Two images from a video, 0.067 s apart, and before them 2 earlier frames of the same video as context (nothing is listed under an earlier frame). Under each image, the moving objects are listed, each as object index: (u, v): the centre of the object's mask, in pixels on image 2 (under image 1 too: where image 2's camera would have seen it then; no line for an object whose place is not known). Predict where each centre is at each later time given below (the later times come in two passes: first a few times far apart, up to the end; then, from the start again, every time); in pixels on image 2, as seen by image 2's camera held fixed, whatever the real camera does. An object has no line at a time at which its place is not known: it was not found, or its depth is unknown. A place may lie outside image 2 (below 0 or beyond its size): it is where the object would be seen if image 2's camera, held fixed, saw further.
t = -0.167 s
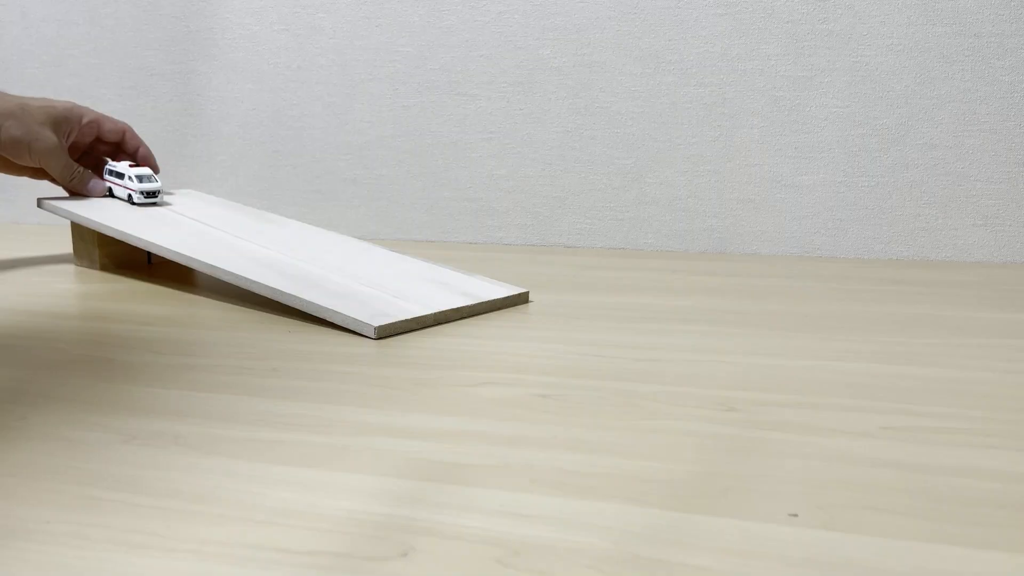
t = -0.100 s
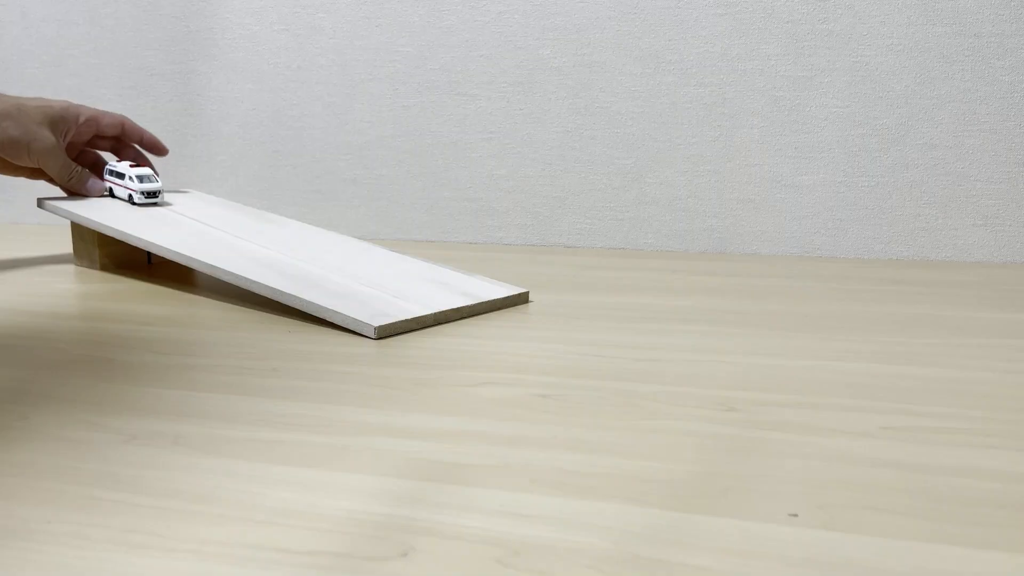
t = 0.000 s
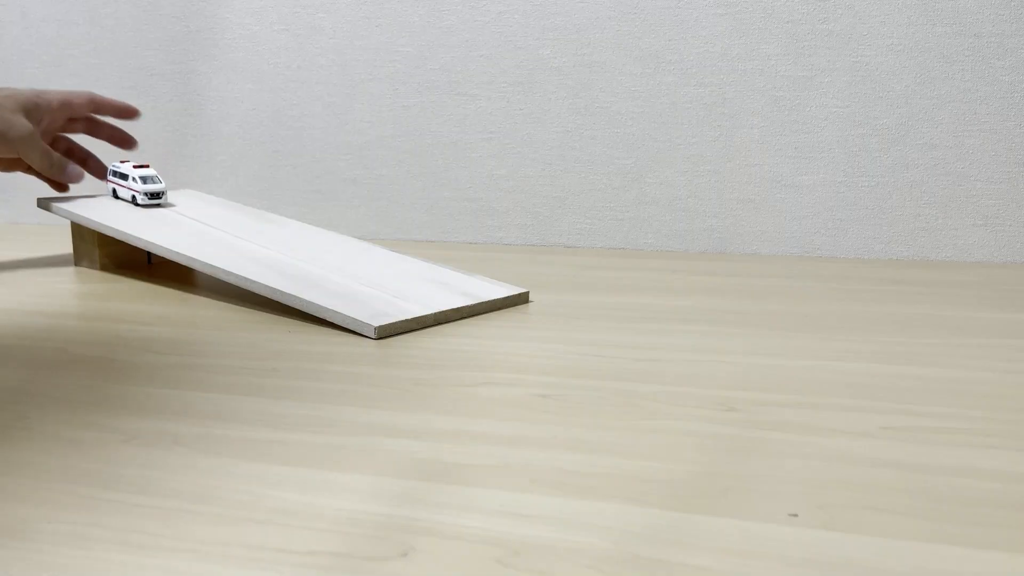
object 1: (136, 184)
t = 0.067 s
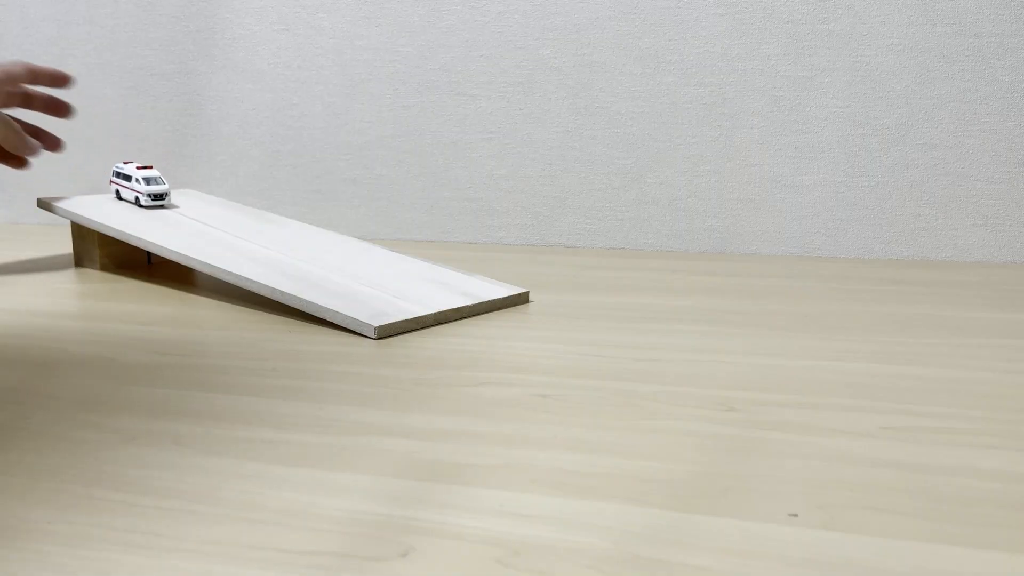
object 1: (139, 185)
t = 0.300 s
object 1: (159, 191)
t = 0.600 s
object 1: (203, 206)
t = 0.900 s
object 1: (273, 231)
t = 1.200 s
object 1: (383, 270)
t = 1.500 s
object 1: (529, 321)
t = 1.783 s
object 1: (632, 347)
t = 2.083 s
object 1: (662, 355)
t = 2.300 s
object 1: (657, 354)
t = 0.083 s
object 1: (140, 185)
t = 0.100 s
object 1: (141, 186)
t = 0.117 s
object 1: (143, 186)
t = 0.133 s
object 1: (144, 186)
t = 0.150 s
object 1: (145, 187)
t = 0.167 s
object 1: (146, 187)
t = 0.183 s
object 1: (147, 187)
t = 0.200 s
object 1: (149, 188)
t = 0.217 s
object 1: (150, 189)
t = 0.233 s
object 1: (152, 189)
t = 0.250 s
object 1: (153, 189)
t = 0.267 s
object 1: (155, 190)
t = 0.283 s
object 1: (157, 191)
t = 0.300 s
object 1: (159, 191)
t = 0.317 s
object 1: (161, 192)
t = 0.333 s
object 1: (163, 193)
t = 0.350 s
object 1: (164, 193)
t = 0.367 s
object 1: (167, 194)
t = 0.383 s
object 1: (168, 195)
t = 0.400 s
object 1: (171, 195)
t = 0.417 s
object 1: (173, 196)
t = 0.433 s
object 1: (175, 197)
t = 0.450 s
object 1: (177, 198)
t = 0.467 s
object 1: (180, 199)
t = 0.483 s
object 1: (183, 200)
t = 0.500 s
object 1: (185, 201)
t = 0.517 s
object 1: (188, 201)
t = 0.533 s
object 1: (191, 202)
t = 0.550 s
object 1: (194, 204)
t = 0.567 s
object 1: (196, 204)
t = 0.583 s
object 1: (199, 205)
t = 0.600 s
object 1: (203, 206)
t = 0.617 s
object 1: (206, 208)
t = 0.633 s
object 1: (209, 209)
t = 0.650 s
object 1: (212, 210)
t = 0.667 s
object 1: (216, 211)
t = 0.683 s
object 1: (219, 212)
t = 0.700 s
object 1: (223, 214)
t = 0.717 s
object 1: (226, 215)
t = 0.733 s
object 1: (230, 216)
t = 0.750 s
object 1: (234, 218)
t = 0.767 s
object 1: (238, 219)
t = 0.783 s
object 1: (242, 220)
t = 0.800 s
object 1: (246, 222)
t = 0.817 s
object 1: (250, 223)
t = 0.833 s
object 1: (255, 225)
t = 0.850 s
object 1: (259, 226)
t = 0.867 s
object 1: (264, 228)
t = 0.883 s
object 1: (269, 230)
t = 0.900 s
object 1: (273, 231)
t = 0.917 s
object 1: (278, 233)
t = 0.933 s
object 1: (283, 235)
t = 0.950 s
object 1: (288, 236)
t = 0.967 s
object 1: (294, 238)
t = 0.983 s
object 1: (299, 240)
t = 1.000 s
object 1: (305, 242)
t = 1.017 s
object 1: (310, 244)
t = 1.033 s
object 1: (316, 246)
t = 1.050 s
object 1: (322, 248)
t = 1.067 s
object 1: (328, 250)
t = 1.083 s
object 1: (334, 252)
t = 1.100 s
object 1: (341, 255)
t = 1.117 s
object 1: (348, 257)
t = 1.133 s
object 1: (354, 259)
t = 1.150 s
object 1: (361, 262)
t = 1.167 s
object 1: (368, 264)
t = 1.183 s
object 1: (376, 267)
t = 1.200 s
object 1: (383, 270)
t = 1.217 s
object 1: (391, 272)
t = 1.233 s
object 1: (399, 275)
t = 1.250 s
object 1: (407, 278)
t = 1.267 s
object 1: (415, 281)
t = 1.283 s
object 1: (424, 285)
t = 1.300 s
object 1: (433, 290)
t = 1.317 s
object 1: (441, 293)
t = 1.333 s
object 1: (449, 295)
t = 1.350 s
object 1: (457, 299)
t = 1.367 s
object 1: (467, 303)
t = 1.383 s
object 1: (475, 306)
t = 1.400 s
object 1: (483, 309)
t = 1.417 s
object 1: (492, 313)
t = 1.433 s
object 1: (499, 313)
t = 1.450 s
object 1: (507, 315)
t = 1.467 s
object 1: (515, 318)
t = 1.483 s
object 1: (522, 320)
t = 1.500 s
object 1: (529, 321)
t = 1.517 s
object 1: (536, 323)
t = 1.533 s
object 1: (544, 325)
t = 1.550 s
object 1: (551, 326)
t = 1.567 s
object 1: (558, 328)
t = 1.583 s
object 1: (565, 330)
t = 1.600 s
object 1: (571, 332)
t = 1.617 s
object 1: (578, 333)
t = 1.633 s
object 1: (584, 335)
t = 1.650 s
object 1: (590, 336)
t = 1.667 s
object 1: (596, 338)
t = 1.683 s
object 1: (602, 340)
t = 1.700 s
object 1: (607, 341)
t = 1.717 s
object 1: (613, 342)
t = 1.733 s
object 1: (618, 344)
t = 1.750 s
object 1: (623, 345)
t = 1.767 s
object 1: (627, 346)
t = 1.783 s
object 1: (632, 347)
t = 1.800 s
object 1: (636, 349)
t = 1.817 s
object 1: (640, 350)
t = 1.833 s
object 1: (643, 350)
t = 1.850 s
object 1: (647, 351)
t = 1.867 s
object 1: (650, 352)
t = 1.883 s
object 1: (652, 353)
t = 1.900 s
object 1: (655, 354)
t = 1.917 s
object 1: (657, 354)
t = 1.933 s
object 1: (658, 354)
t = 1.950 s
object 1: (660, 355)
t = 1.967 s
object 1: (661, 355)
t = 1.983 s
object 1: (662, 355)
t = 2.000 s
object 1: (663, 355)
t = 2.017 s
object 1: (663, 355)
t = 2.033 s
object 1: (663, 355)
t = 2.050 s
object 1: (663, 355)
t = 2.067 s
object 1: (662, 355)
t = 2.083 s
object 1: (662, 355)
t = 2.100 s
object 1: (662, 355)
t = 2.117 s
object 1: (662, 355)
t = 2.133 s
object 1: (661, 355)
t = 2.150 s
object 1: (661, 355)
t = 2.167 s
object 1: (660, 355)
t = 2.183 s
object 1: (660, 355)
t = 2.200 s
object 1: (660, 355)
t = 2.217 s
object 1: (659, 355)
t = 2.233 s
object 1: (659, 355)
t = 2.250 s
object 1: (658, 354)
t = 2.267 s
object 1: (658, 354)
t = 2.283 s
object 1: (658, 354)
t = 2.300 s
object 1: (657, 354)
